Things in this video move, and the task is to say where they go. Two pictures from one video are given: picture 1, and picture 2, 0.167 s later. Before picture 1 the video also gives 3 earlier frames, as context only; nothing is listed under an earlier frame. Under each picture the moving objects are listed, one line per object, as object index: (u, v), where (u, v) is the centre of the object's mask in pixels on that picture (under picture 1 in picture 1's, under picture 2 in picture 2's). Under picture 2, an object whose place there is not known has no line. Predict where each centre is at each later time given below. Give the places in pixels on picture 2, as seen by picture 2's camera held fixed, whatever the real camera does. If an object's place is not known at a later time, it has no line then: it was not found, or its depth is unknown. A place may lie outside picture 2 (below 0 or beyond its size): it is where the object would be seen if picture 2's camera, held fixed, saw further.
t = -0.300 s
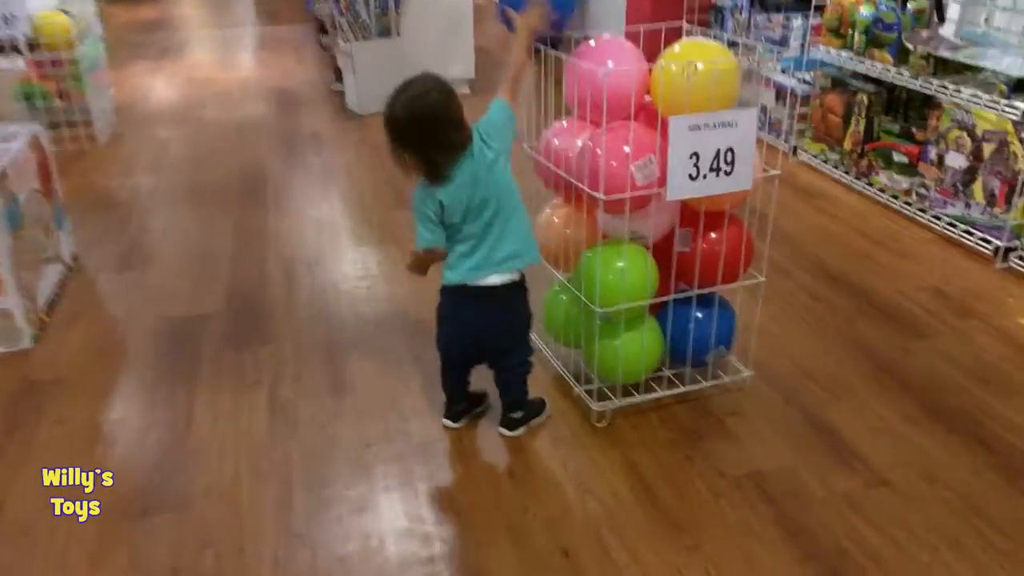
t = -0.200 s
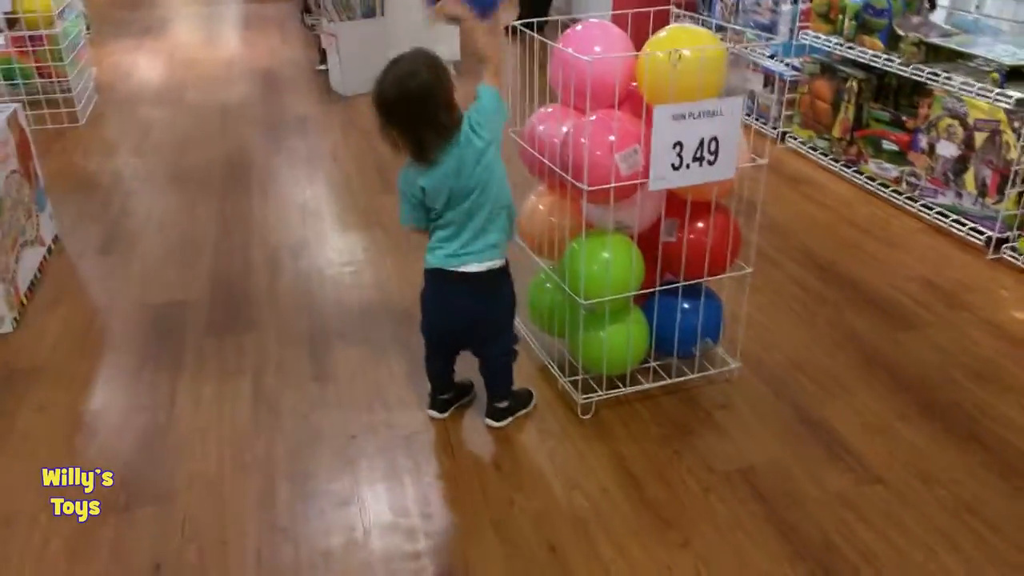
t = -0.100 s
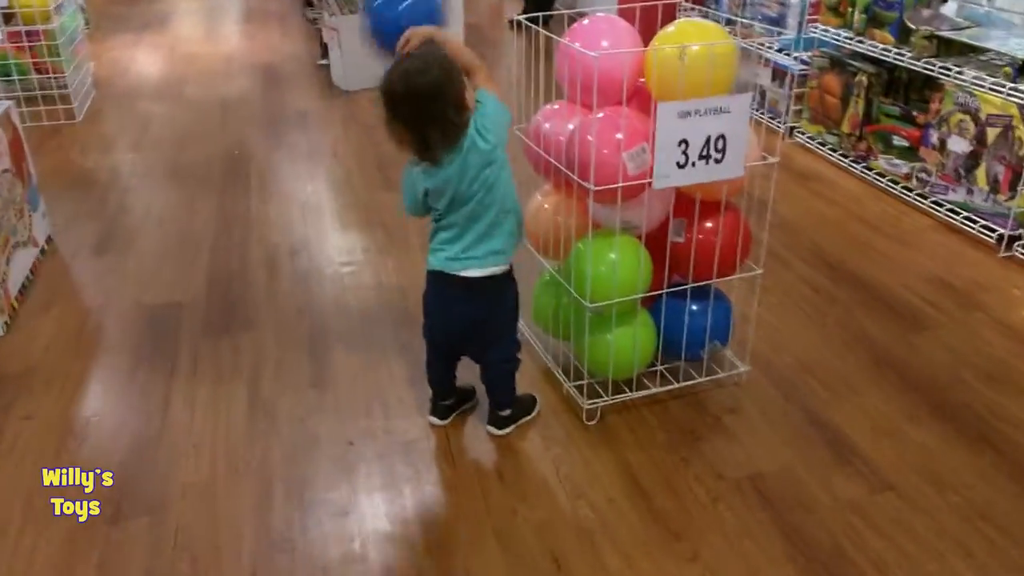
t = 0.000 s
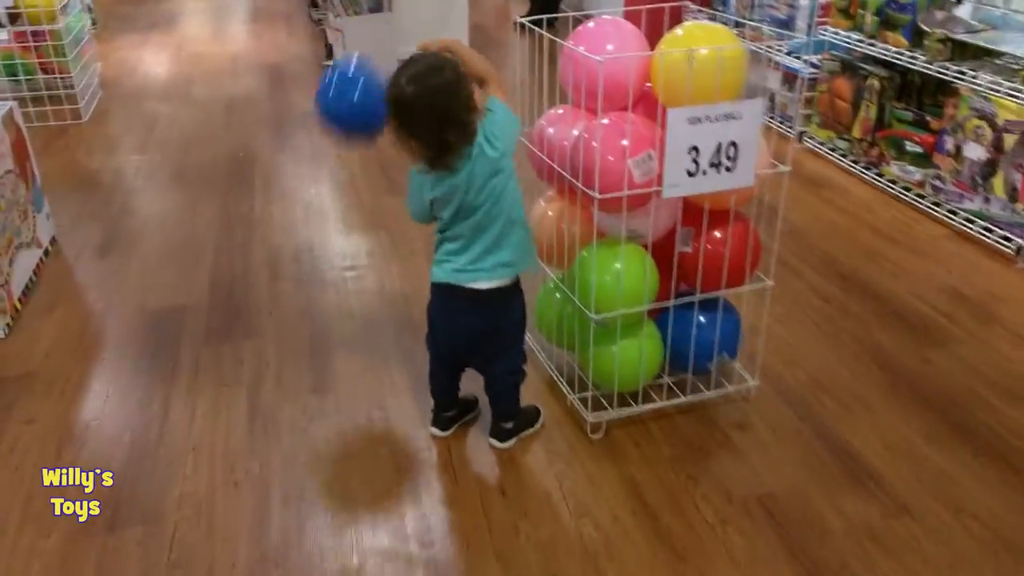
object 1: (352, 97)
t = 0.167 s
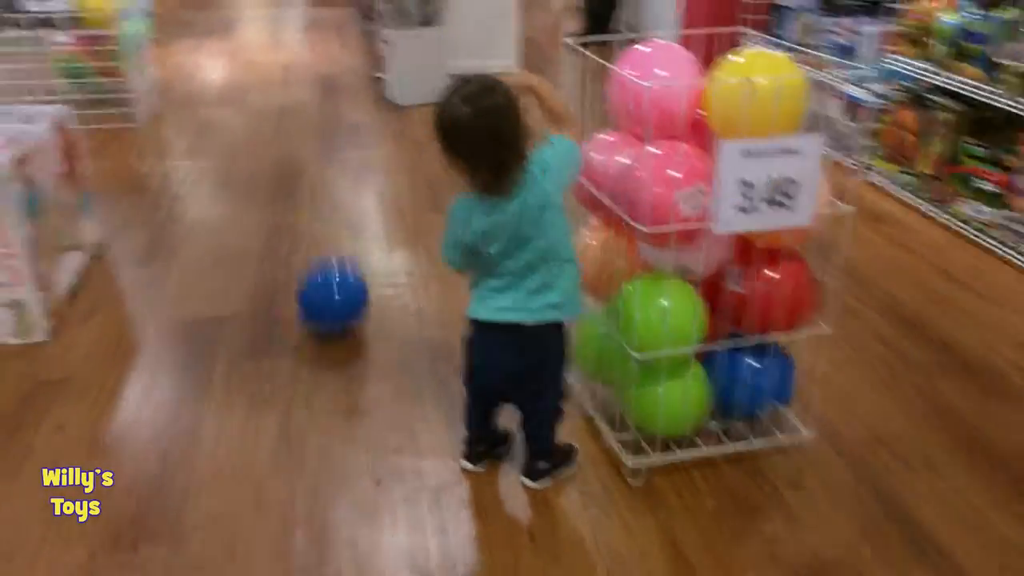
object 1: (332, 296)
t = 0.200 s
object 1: (318, 279)
